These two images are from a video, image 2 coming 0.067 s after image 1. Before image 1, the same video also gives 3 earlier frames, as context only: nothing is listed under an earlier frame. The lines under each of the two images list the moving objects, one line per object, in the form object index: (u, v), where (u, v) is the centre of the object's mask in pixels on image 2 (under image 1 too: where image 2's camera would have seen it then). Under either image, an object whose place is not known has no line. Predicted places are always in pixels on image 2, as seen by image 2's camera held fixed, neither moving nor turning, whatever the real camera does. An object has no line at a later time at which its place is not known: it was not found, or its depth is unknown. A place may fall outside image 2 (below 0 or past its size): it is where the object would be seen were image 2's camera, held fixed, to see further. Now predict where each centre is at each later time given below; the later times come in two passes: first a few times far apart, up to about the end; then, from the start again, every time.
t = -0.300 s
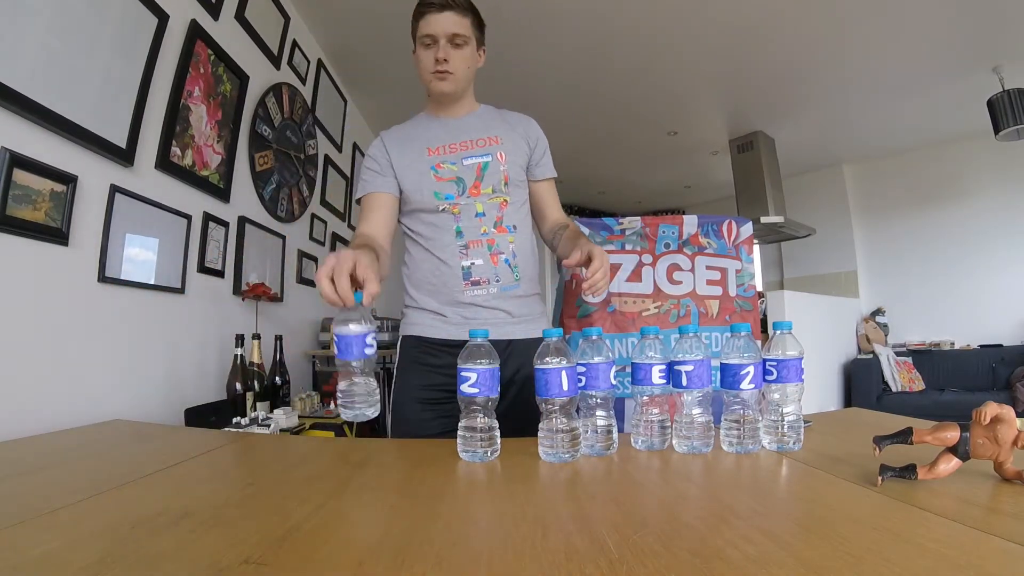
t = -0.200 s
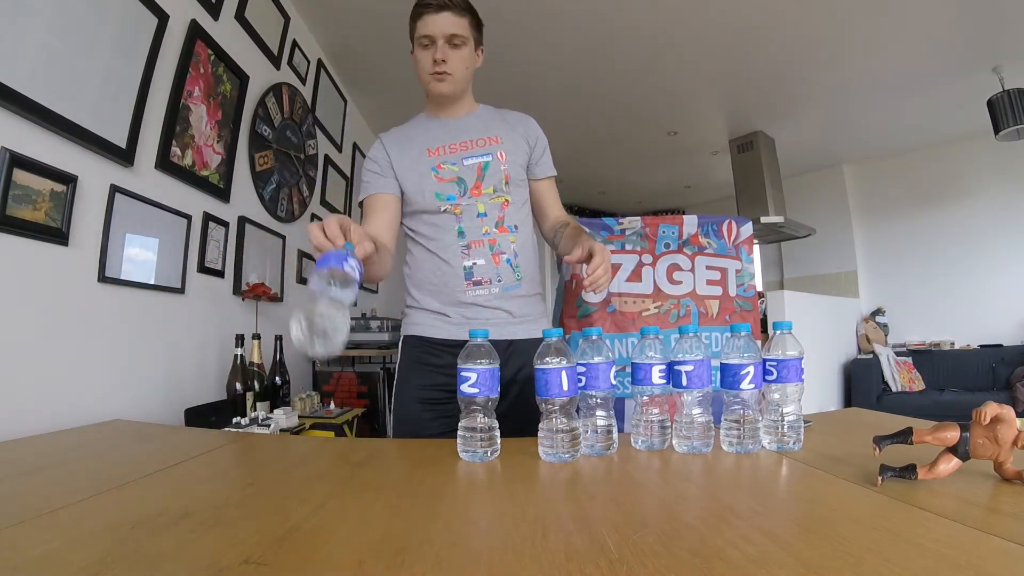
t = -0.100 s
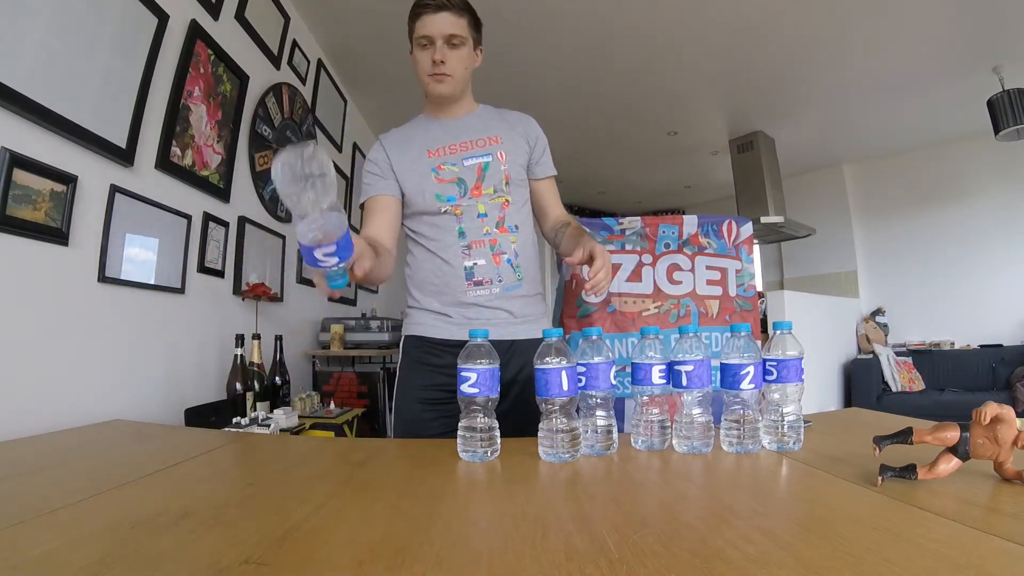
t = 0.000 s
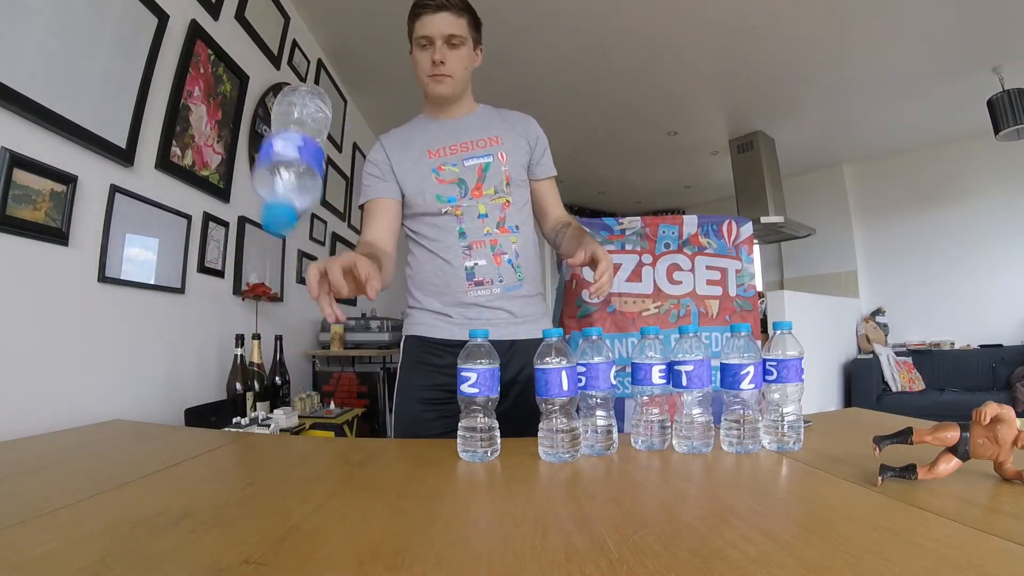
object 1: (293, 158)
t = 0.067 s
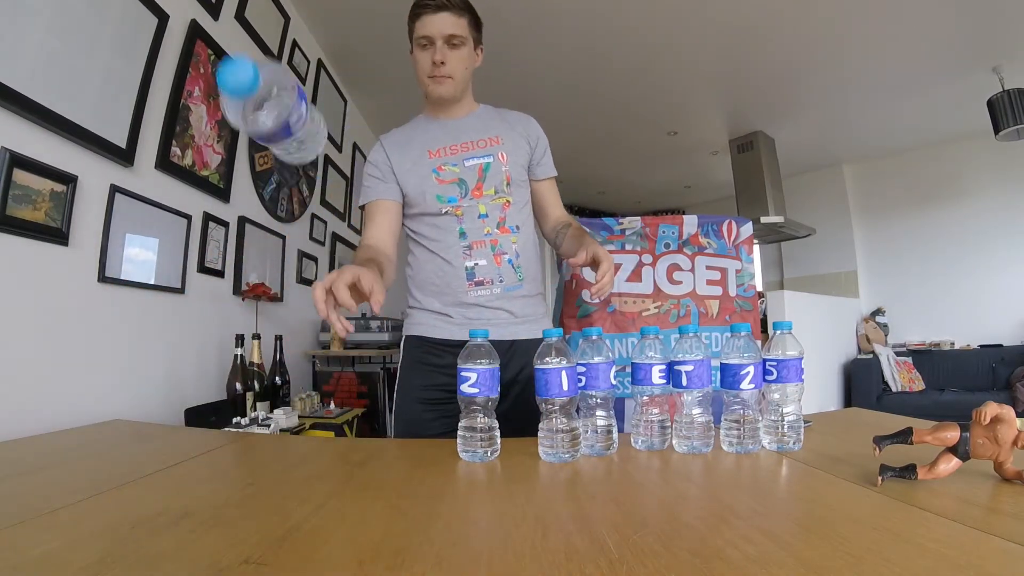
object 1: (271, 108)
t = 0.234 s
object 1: (243, 300)
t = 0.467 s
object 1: (237, 452)
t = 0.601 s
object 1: (203, 453)
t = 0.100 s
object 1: (266, 106)
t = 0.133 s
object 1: (262, 122)
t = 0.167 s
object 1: (256, 163)
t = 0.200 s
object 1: (249, 216)
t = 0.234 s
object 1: (243, 300)
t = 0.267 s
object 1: (241, 402)
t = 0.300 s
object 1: (243, 449)
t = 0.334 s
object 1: (244, 450)
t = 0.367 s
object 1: (244, 451)
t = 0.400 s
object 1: (243, 452)
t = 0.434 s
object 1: (241, 453)
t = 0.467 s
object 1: (237, 452)
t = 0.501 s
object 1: (229, 452)
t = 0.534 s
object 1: (220, 452)
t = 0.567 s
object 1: (211, 452)
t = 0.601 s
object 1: (203, 453)
